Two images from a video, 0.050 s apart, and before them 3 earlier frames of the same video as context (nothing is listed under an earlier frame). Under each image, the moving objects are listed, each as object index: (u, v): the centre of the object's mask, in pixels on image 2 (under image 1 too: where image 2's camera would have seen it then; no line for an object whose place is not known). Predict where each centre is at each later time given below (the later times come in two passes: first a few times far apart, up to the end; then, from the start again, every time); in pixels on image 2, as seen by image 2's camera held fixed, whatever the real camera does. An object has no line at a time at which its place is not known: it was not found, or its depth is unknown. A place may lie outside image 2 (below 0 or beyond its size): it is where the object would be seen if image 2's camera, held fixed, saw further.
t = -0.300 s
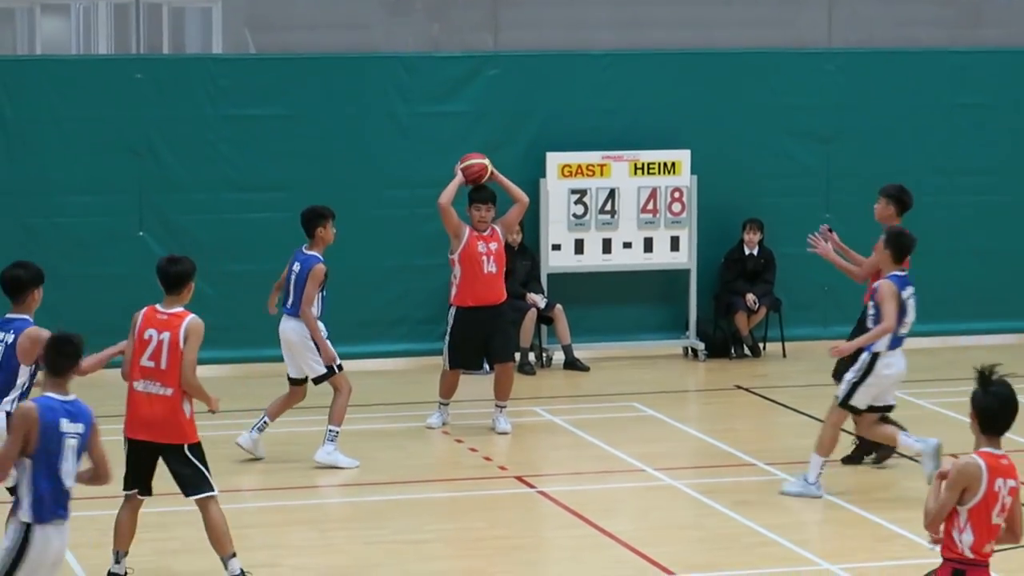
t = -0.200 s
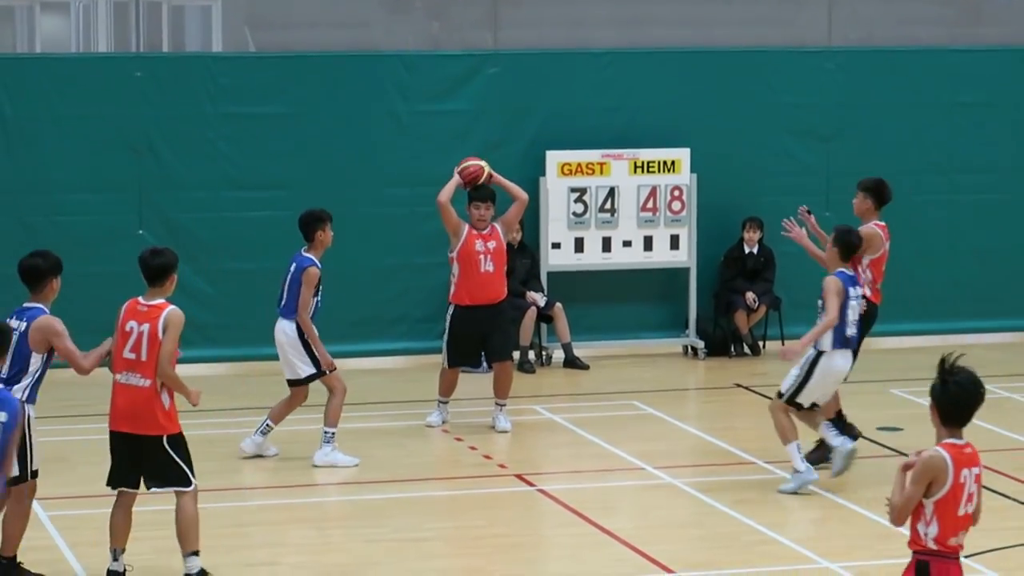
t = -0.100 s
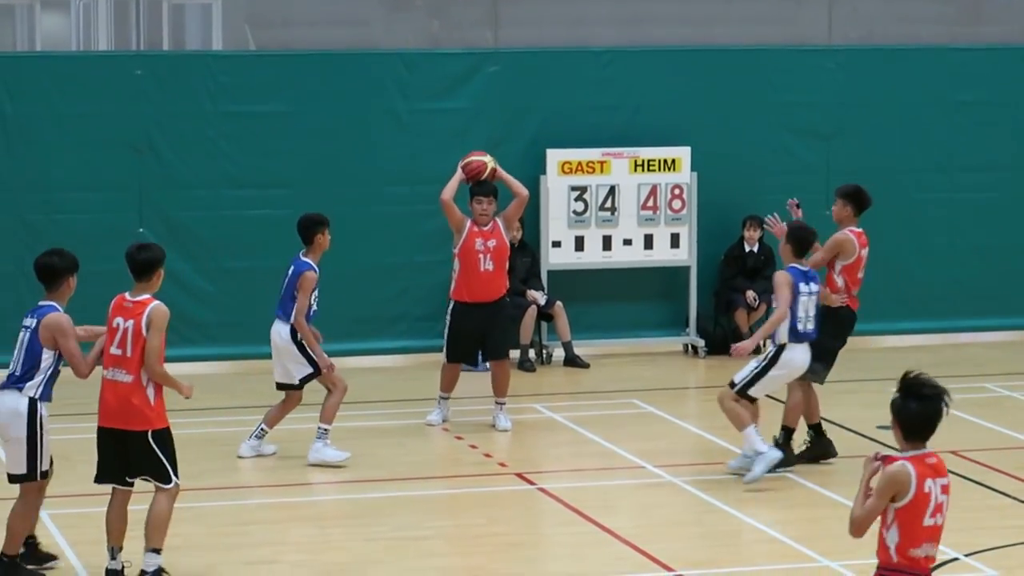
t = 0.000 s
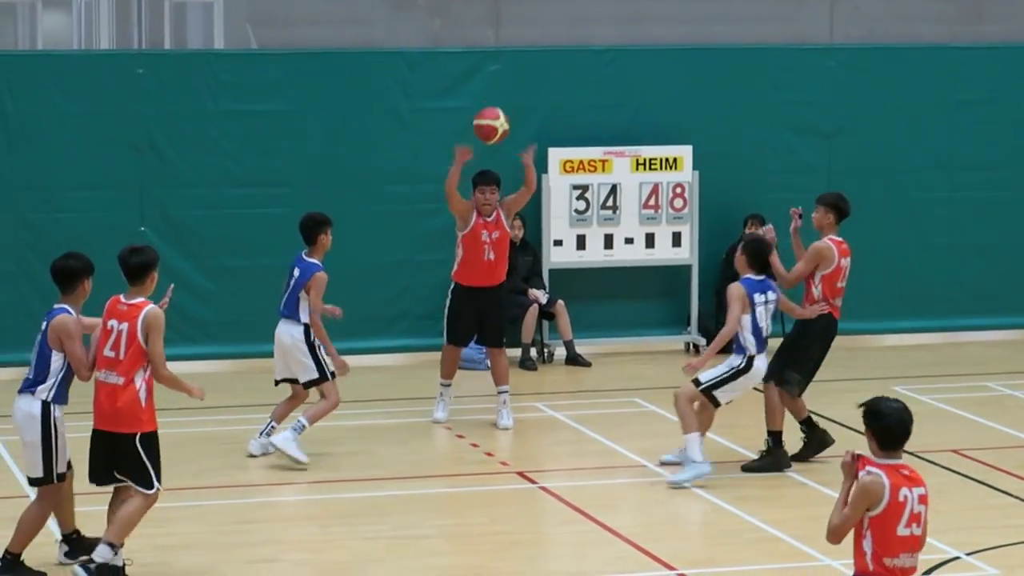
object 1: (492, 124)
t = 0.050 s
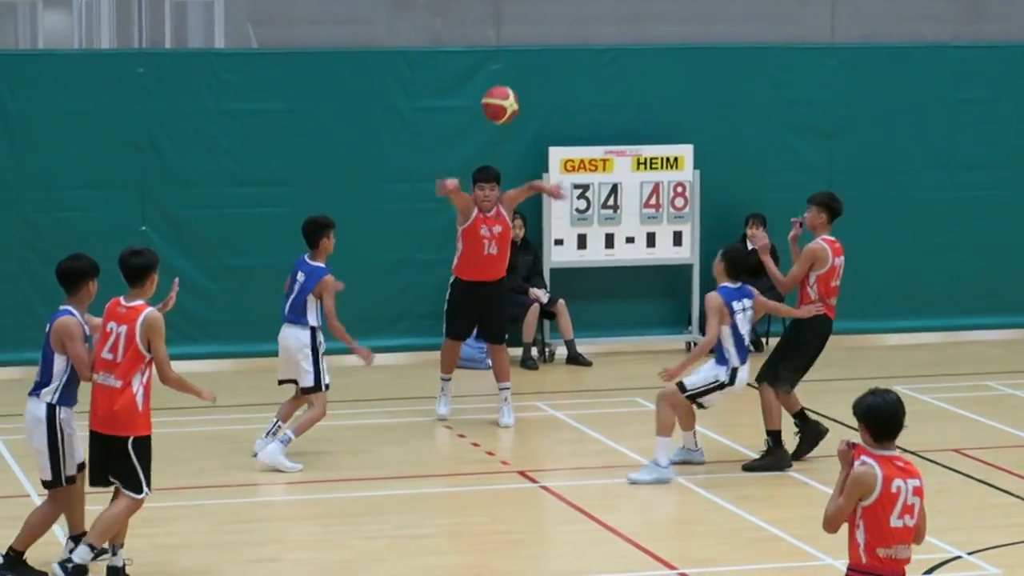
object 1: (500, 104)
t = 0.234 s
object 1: (533, 59)
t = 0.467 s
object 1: (579, 79)
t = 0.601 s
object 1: (611, 138)
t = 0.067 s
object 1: (503, 98)
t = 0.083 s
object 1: (506, 93)
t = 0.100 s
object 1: (508, 87)
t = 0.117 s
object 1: (512, 82)
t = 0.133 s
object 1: (515, 78)
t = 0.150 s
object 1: (518, 74)
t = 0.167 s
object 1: (521, 70)
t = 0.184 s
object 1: (524, 67)
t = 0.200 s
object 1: (527, 64)
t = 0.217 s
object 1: (530, 61)
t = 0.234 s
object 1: (533, 59)
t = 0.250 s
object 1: (536, 57)
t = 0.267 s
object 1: (539, 56)
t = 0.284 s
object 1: (542, 56)
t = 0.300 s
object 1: (545, 55)
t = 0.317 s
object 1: (548, 55)
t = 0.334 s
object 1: (551, 56)
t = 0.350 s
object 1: (555, 57)
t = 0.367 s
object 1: (558, 58)
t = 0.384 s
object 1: (561, 60)
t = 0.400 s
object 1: (565, 63)
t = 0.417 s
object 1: (568, 66)
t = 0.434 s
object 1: (572, 70)
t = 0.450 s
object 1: (575, 74)
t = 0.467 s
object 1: (579, 79)
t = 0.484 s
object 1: (583, 84)
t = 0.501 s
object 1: (587, 90)
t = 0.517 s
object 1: (591, 97)
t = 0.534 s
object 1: (594, 104)
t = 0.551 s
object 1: (599, 112)
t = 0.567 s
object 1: (603, 120)
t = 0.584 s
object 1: (607, 129)
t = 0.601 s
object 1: (611, 138)
